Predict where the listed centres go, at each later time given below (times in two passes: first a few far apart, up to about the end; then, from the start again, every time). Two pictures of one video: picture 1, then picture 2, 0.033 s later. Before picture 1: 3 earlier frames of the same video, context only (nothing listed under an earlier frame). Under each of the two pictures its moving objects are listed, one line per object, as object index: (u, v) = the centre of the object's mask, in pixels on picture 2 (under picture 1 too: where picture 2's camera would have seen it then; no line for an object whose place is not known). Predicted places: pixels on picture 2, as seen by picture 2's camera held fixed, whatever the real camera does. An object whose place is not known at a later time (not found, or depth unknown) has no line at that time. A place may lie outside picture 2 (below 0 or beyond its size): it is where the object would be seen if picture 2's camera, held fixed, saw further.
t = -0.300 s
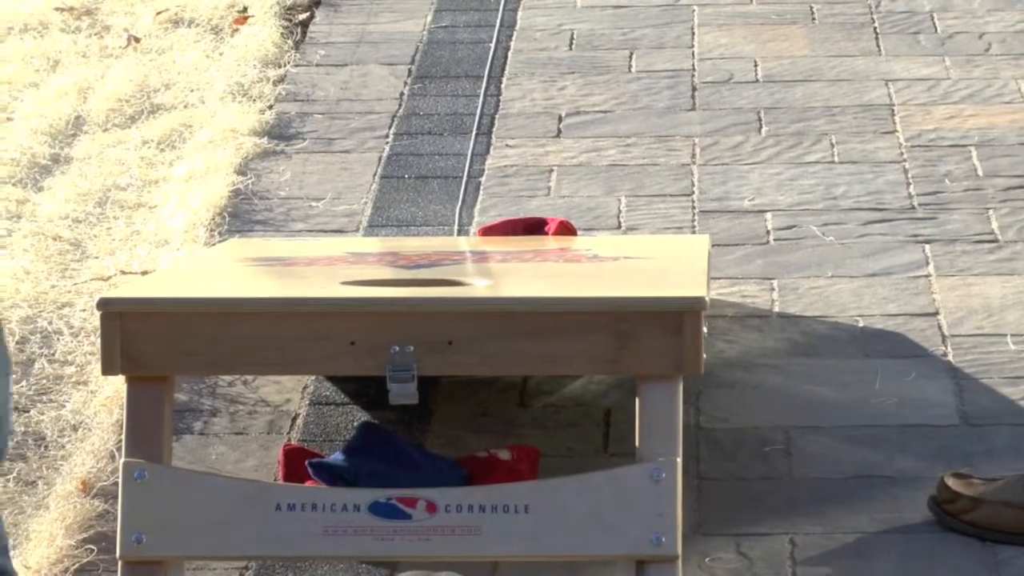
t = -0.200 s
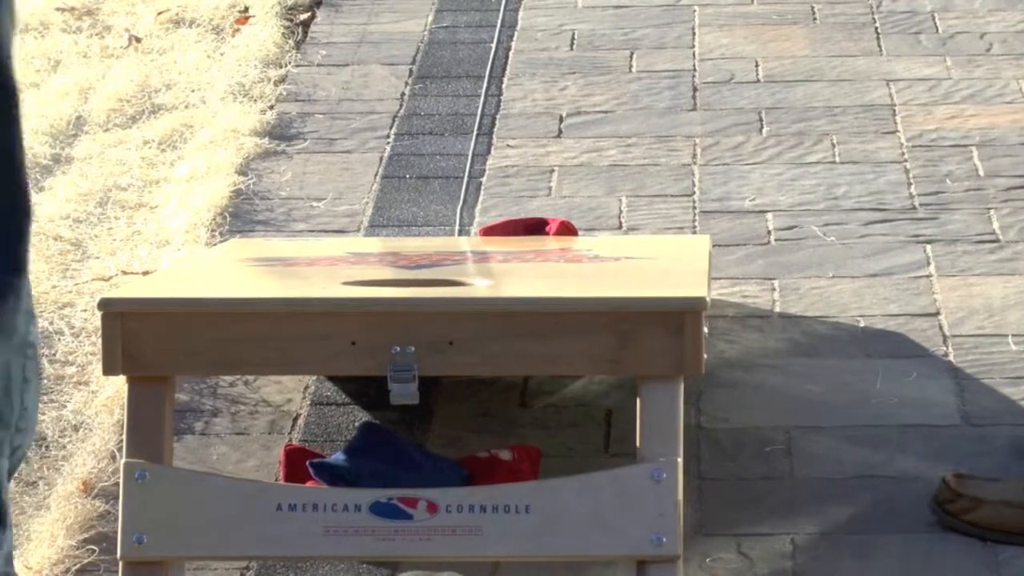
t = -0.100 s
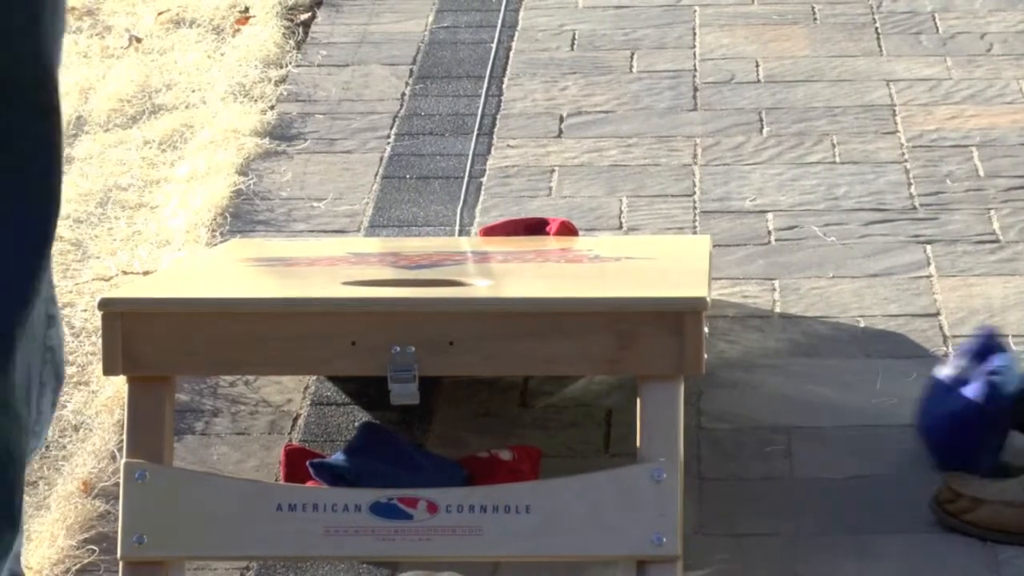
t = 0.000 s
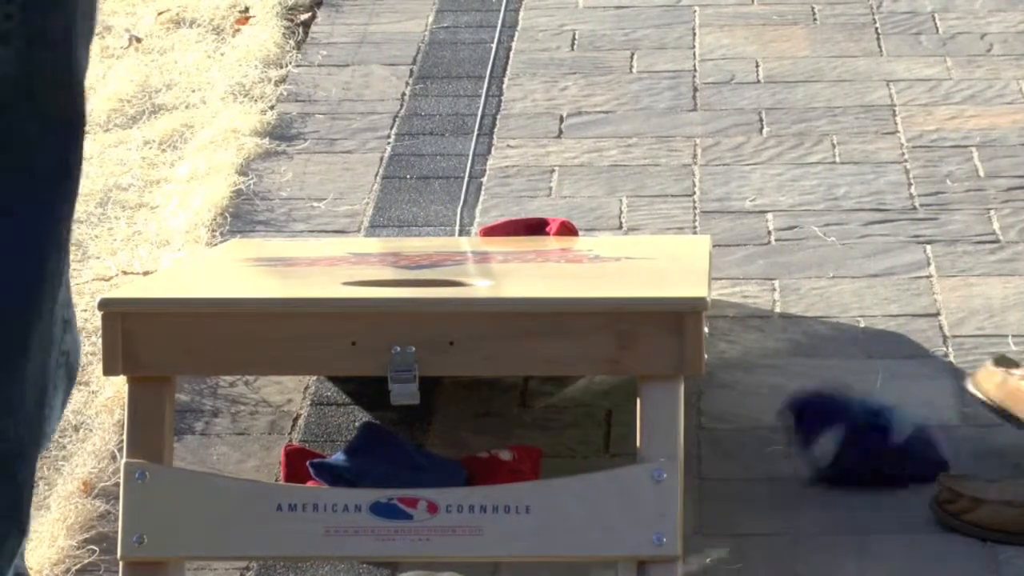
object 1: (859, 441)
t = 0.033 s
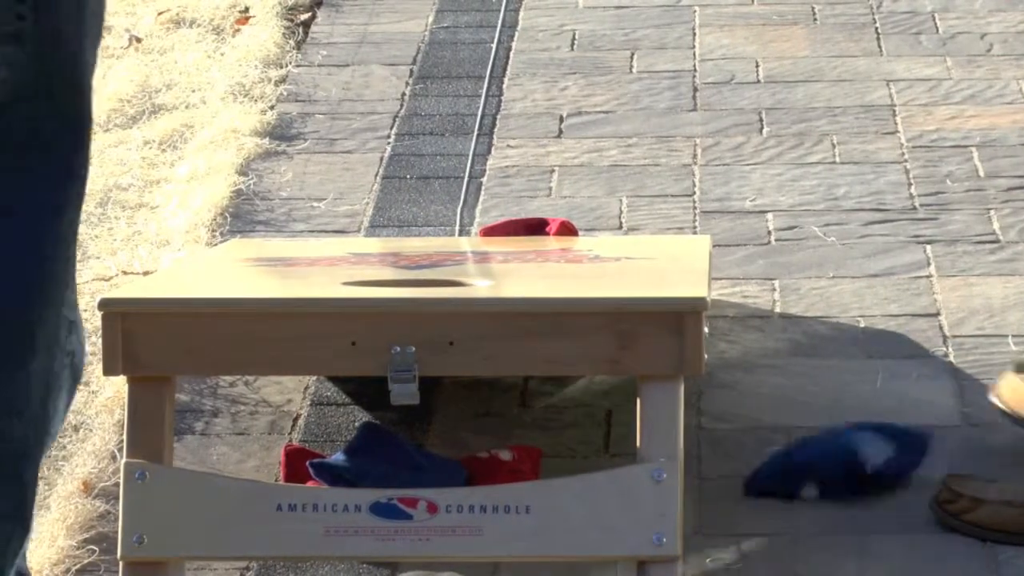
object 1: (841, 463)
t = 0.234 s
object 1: (832, 470)
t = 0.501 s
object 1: (832, 470)
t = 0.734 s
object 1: (832, 470)
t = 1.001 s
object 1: (832, 471)
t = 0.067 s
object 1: (832, 465)
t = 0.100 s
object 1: (827, 465)
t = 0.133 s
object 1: (828, 466)
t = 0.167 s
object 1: (830, 468)
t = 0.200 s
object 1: (831, 469)
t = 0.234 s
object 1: (832, 470)
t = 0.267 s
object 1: (832, 470)
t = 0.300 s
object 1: (833, 470)
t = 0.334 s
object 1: (832, 470)
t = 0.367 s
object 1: (832, 470)
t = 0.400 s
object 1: (832, 470)
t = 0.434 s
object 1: (832, 470)
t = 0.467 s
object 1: (832, 470)
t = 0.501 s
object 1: (832, 470)
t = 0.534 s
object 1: (832, 470)
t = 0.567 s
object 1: (832, 470)
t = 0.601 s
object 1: (832, 470)
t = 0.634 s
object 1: (833, 470)
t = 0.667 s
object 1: (833, 470)
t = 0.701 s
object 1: (833, 470)
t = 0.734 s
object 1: (832, 470)
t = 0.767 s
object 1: (832, 470)
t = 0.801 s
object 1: (832, 470)
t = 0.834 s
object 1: (833, 470)
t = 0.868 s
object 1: (833, 470)
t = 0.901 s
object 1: (832, 470)
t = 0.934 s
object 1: (832, 470)
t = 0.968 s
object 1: (833, 470)
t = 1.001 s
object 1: (832, 471)
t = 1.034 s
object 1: (832, 470)
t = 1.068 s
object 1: (832, 470)
